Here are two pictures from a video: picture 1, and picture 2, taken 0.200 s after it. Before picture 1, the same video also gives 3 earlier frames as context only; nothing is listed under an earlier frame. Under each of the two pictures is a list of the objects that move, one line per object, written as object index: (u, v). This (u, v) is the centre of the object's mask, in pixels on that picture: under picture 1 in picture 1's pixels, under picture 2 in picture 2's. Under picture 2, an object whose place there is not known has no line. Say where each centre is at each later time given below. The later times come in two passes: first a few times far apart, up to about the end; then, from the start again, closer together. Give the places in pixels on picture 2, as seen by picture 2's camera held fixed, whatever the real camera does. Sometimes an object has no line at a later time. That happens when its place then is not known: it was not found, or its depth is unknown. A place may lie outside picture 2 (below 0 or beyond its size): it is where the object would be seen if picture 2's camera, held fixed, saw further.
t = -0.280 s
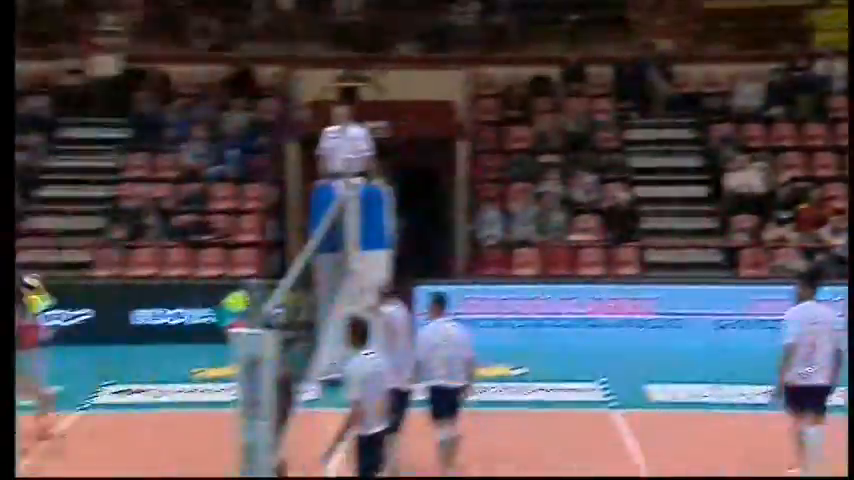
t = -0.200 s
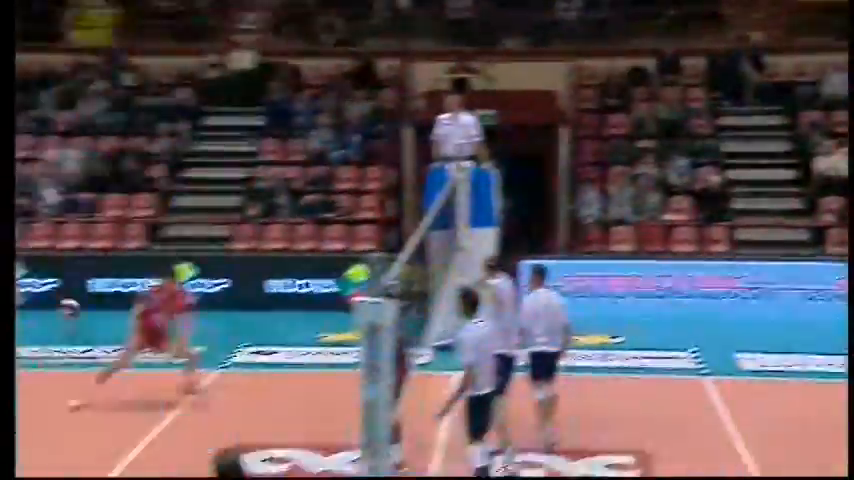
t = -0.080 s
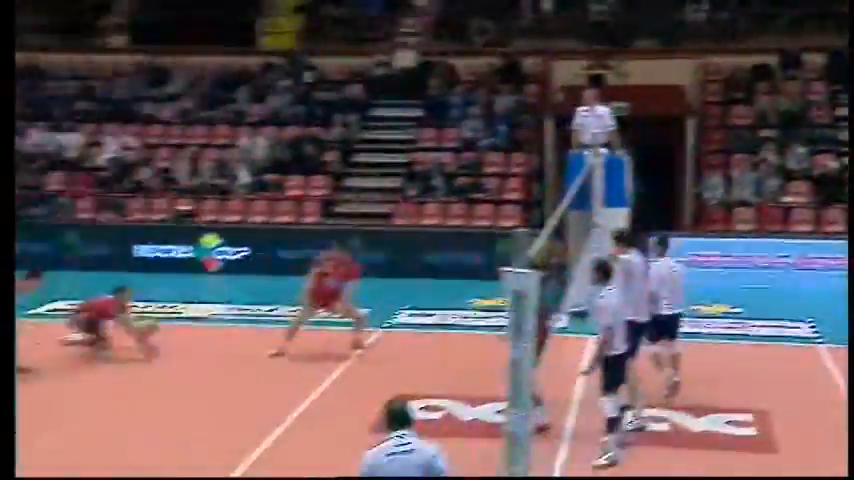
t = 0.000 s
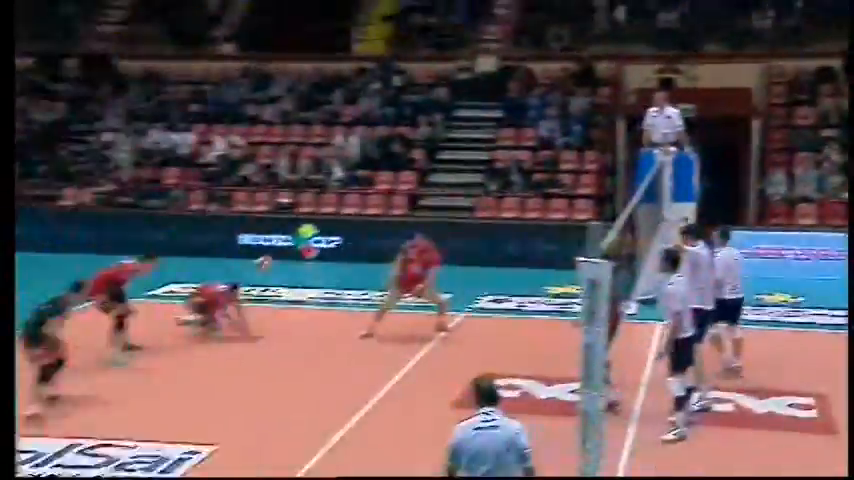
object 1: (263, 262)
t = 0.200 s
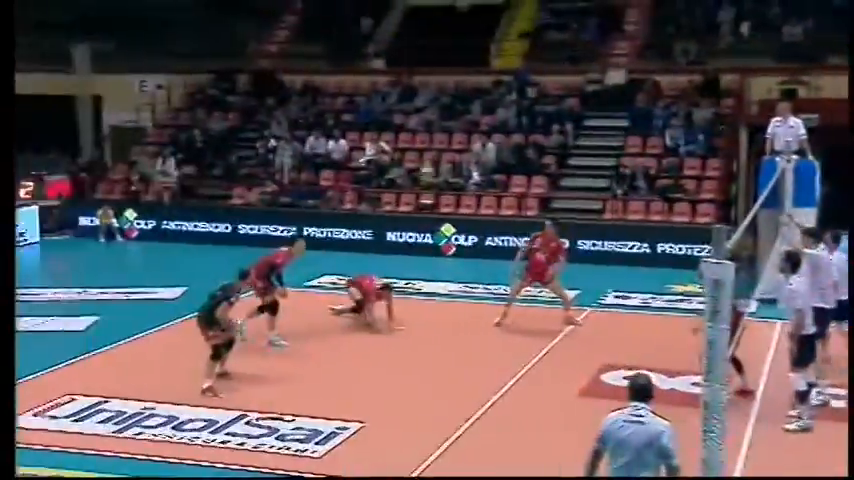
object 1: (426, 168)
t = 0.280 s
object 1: (433, 142)
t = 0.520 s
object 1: (454, 83)
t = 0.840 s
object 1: (481, 56)
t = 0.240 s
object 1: (430, 156)
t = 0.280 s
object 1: (433, 142)
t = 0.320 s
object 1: (438, 130)
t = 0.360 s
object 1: (441, 118)
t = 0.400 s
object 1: (445, 109)
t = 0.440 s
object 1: (448, 98)
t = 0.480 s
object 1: (450, 87)
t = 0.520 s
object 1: (454, 83)
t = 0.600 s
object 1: (461, 67)
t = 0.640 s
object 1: (465, 62)
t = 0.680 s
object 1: (468, 58)
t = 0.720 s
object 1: (471, 56)
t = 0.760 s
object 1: (475, 54)
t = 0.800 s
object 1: (478, 54)
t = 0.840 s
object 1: (481, 56)
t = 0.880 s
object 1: (484, 57)
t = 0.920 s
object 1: (488, 60)
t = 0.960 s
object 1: (491, 65)
